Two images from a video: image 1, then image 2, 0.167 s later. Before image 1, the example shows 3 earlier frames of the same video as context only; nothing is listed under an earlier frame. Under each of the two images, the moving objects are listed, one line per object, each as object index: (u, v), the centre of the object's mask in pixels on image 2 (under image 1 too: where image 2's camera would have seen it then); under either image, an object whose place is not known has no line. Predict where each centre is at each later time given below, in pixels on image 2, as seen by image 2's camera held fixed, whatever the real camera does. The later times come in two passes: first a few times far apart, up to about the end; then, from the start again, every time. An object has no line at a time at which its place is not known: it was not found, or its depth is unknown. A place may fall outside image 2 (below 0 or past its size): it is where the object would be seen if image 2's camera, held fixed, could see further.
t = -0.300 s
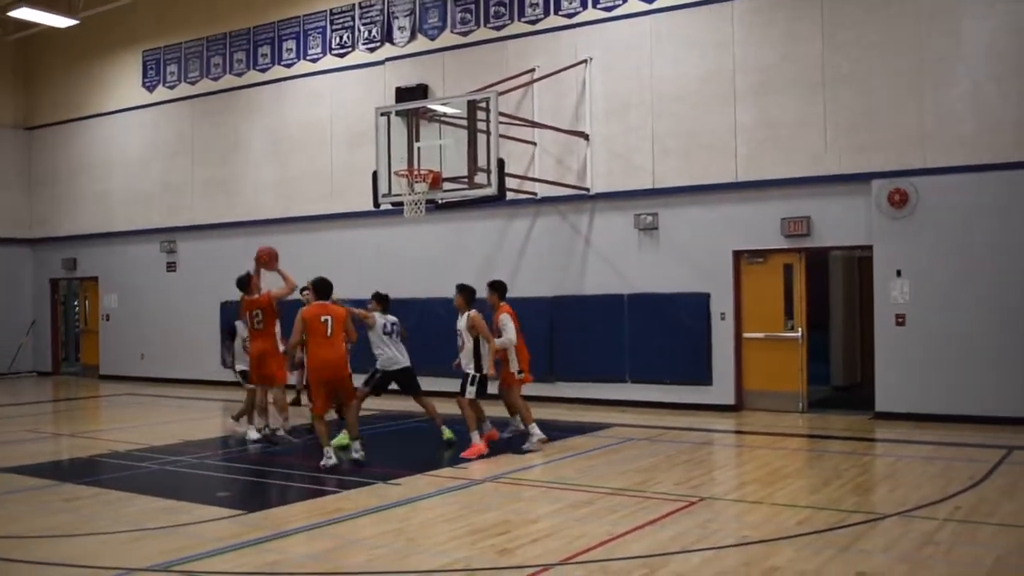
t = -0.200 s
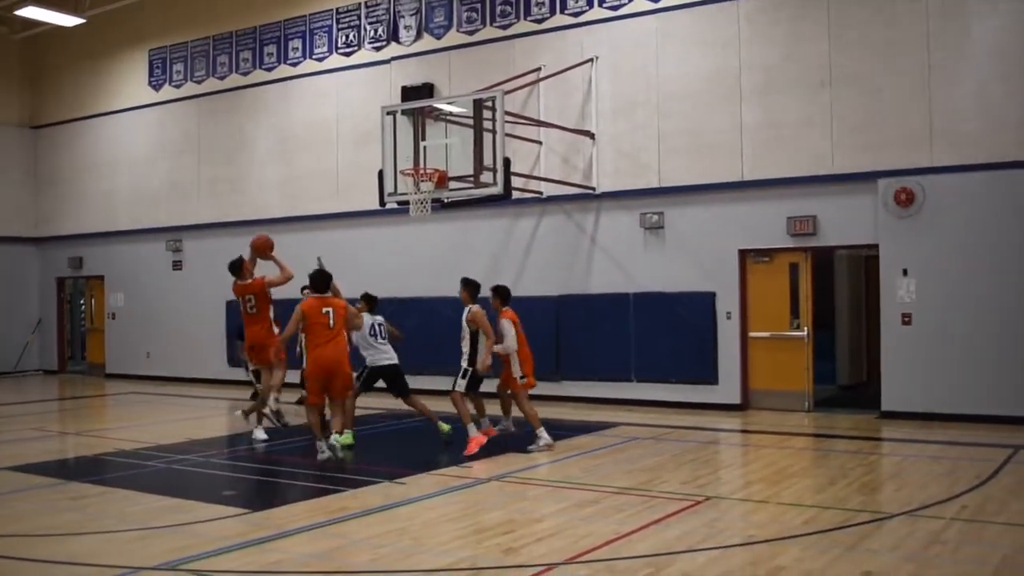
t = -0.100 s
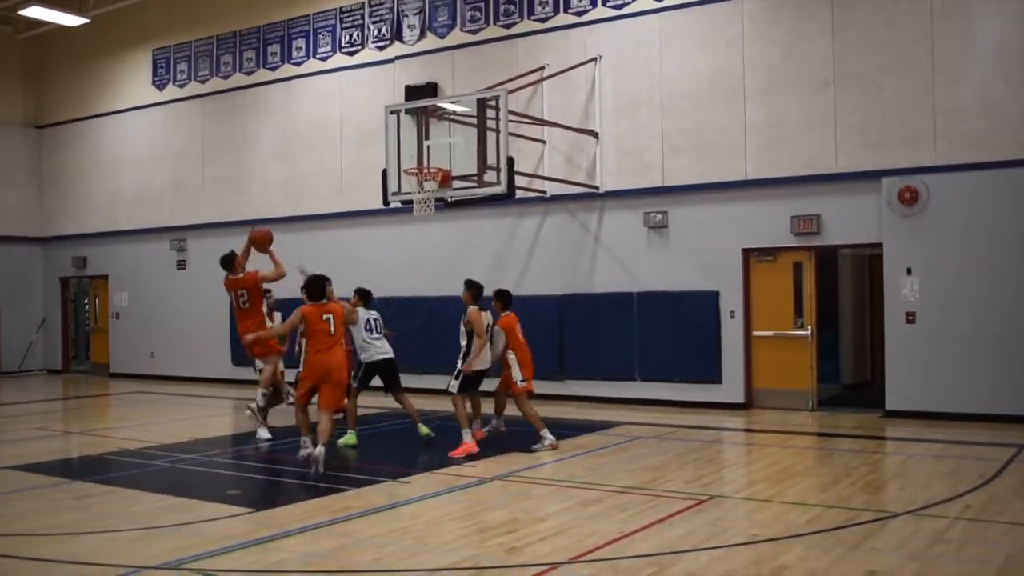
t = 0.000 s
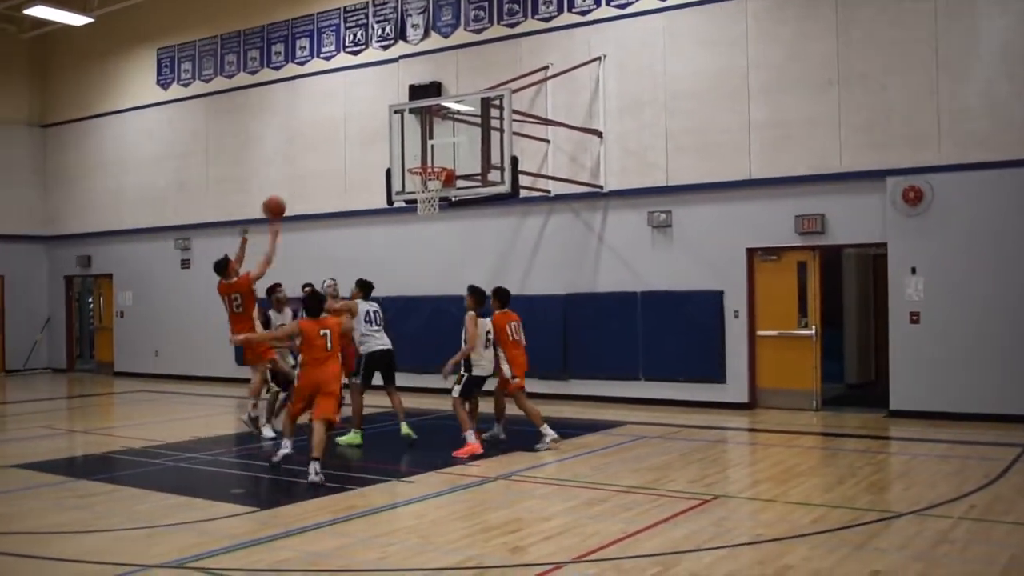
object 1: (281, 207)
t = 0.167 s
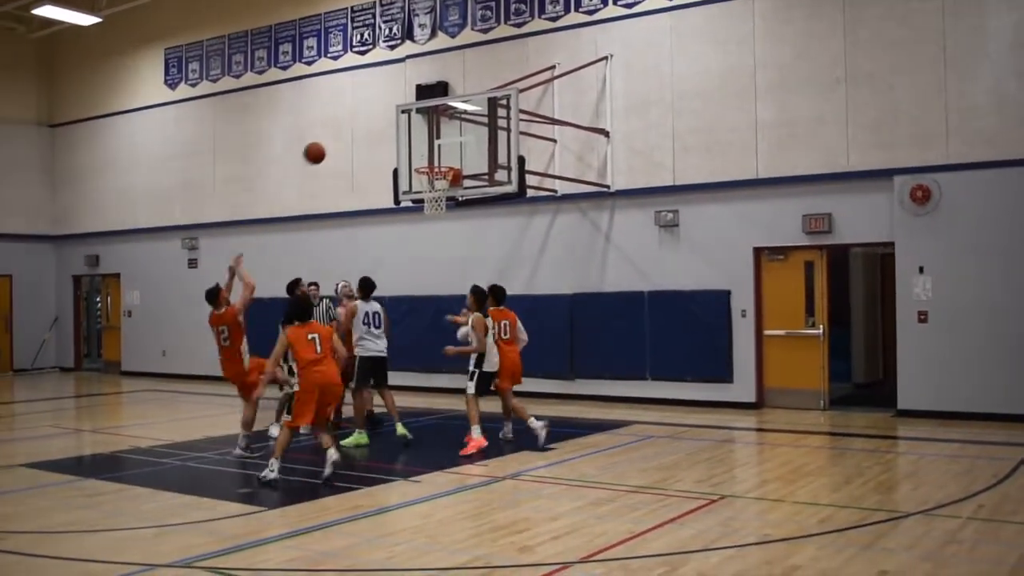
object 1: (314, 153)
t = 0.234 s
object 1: (327, 139)
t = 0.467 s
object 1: (369, 125)
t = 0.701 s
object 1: (407, 157)
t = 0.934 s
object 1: (393, 148)
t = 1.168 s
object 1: (375, 174)
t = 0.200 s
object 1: (321, 146)
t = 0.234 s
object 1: (327, 139)
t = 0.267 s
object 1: (333, 134)
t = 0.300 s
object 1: (339, 130)
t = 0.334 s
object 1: (345, 127)
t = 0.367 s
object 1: (351, 125)
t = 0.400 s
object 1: (357, 124)
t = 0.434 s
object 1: (363, 124)
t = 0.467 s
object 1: (369, 125)
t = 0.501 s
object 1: (375, 127)
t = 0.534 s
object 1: (380, 130)
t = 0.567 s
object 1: (386, 133)
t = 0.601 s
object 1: (391, 138)
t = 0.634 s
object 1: (397, 143)
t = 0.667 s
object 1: (402, 150)
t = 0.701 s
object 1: (407, 157)
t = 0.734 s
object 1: (409, 159)
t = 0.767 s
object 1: (406, 155)
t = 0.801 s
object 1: (403, 152)
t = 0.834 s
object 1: (400, 149)
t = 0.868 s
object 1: (399, 148)
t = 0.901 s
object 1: (396, 147)
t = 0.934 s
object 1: (393, 148)
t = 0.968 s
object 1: (390, 148)
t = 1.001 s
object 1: (388, 150)
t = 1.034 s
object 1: (385, 153)
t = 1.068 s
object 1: (383, 157)
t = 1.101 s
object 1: (380, 162)
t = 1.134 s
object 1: (377, 167)
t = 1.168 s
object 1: (375, 174)
